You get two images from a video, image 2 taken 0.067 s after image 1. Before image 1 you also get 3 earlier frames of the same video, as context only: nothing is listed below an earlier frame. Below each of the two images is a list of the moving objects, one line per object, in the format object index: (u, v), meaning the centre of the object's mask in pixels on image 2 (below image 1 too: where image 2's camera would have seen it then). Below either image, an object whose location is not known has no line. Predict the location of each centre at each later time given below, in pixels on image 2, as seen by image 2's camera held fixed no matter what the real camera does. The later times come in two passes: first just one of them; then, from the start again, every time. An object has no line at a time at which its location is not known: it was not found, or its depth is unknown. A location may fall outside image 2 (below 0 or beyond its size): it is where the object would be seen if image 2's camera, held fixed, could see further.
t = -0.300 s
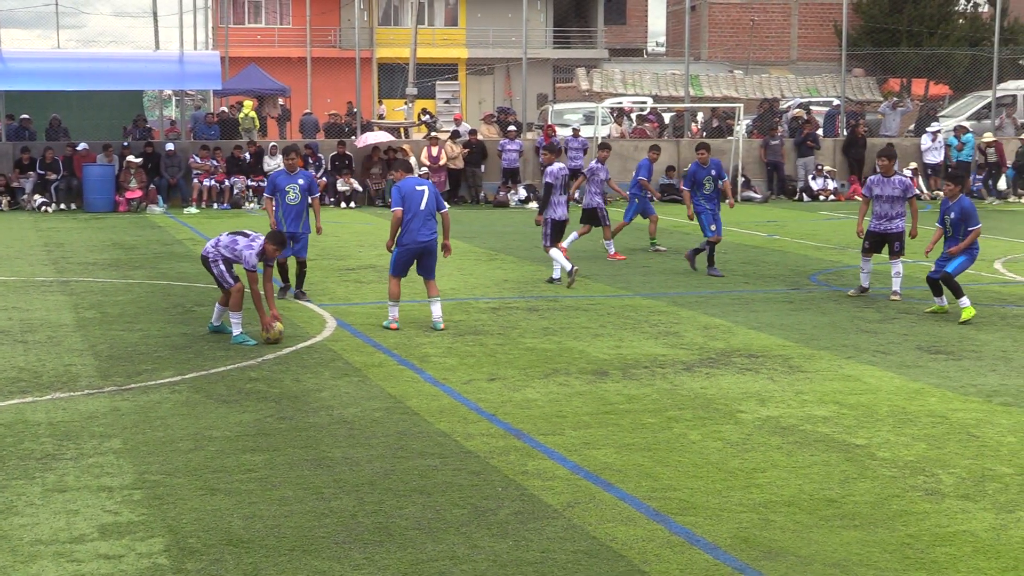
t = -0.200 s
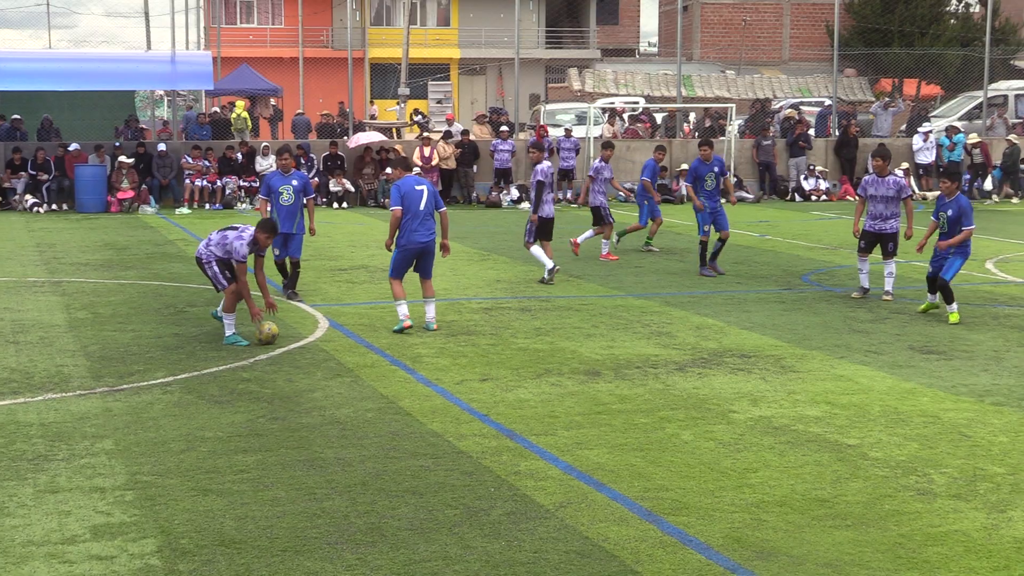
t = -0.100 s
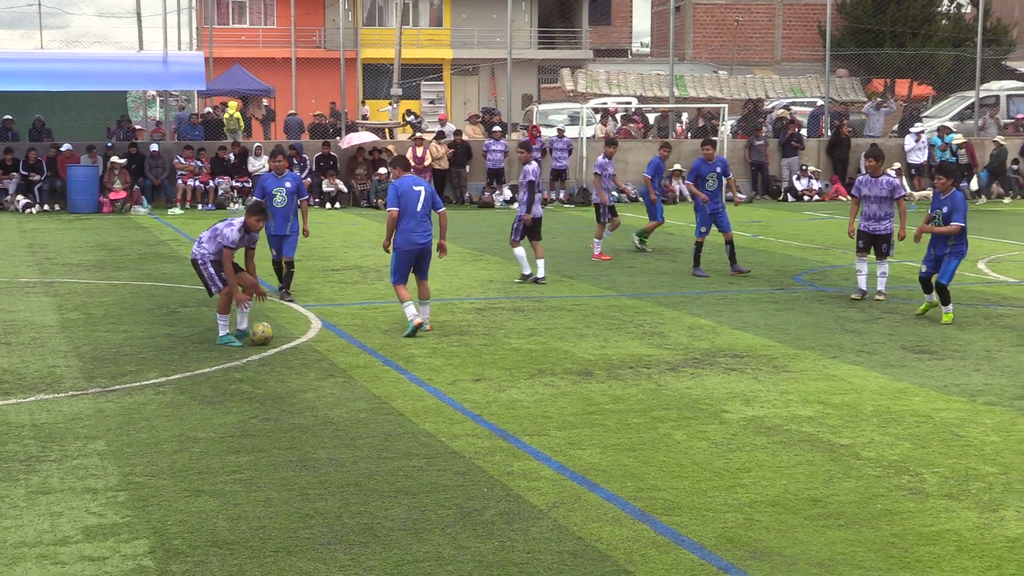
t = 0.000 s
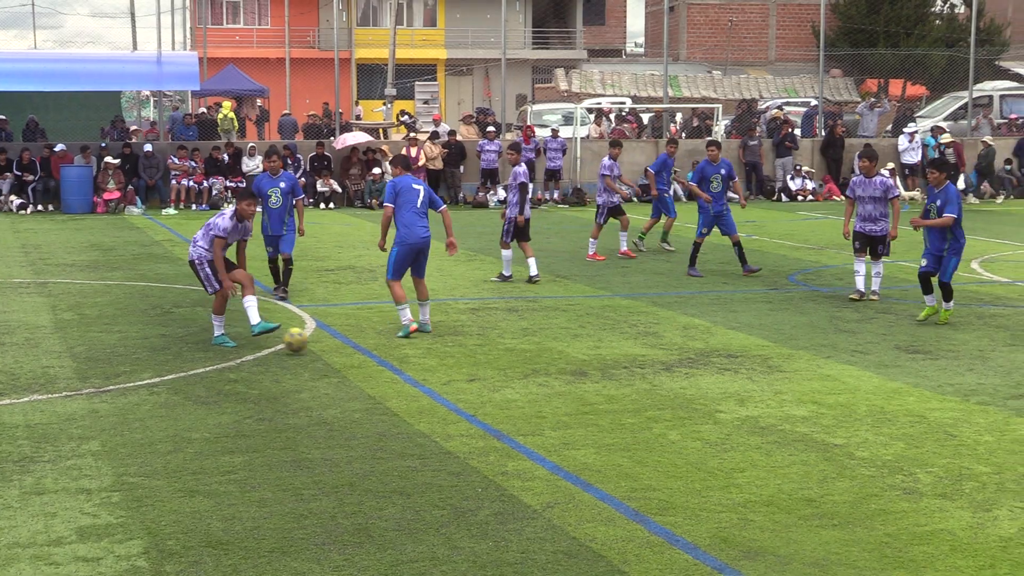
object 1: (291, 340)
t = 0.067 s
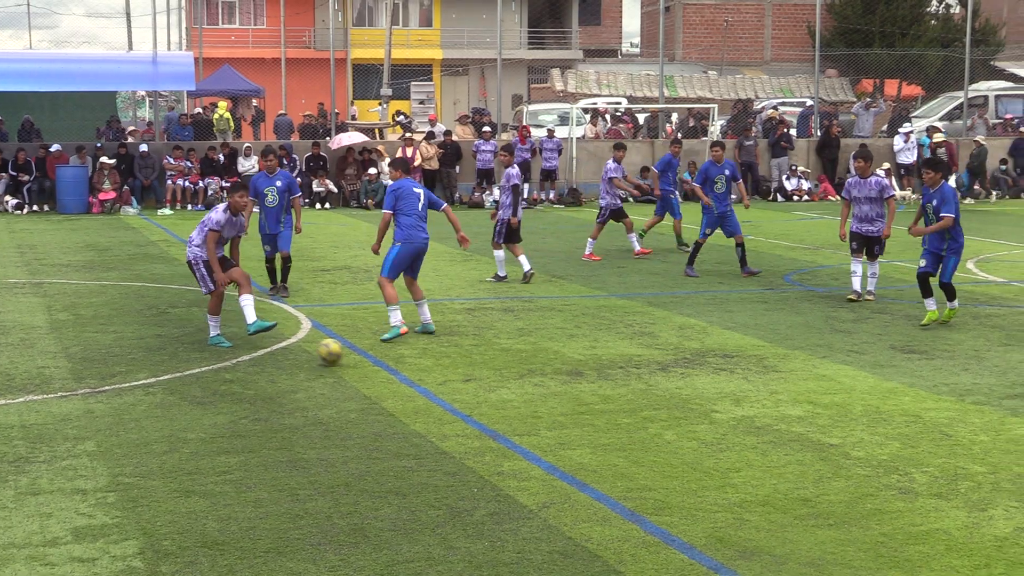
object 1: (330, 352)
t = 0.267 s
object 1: (450, 383)
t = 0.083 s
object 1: (340, 355)
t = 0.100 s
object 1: (350, 359)
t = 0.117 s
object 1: (360, 361)
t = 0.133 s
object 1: (368, 361)
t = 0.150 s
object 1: (378, 362)
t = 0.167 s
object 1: (388, 364)
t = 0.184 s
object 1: (397, 366)
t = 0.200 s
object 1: (407, 369)
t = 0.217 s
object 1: (417, 371)
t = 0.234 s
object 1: (429, 374)
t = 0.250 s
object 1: (439, 379)
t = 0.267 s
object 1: (450, 383)
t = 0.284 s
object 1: (460, 387)
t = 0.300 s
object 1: (470, 389)
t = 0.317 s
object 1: (479, 390)
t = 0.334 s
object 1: (489, 390)
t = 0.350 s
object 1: (498, 392)
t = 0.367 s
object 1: (509, 394)
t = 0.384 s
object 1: (519, 396)
